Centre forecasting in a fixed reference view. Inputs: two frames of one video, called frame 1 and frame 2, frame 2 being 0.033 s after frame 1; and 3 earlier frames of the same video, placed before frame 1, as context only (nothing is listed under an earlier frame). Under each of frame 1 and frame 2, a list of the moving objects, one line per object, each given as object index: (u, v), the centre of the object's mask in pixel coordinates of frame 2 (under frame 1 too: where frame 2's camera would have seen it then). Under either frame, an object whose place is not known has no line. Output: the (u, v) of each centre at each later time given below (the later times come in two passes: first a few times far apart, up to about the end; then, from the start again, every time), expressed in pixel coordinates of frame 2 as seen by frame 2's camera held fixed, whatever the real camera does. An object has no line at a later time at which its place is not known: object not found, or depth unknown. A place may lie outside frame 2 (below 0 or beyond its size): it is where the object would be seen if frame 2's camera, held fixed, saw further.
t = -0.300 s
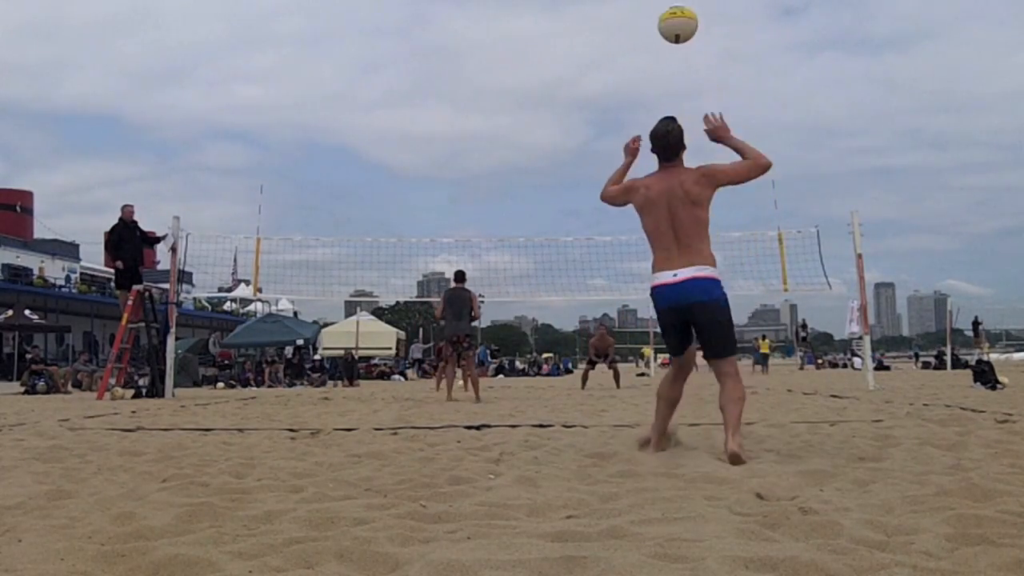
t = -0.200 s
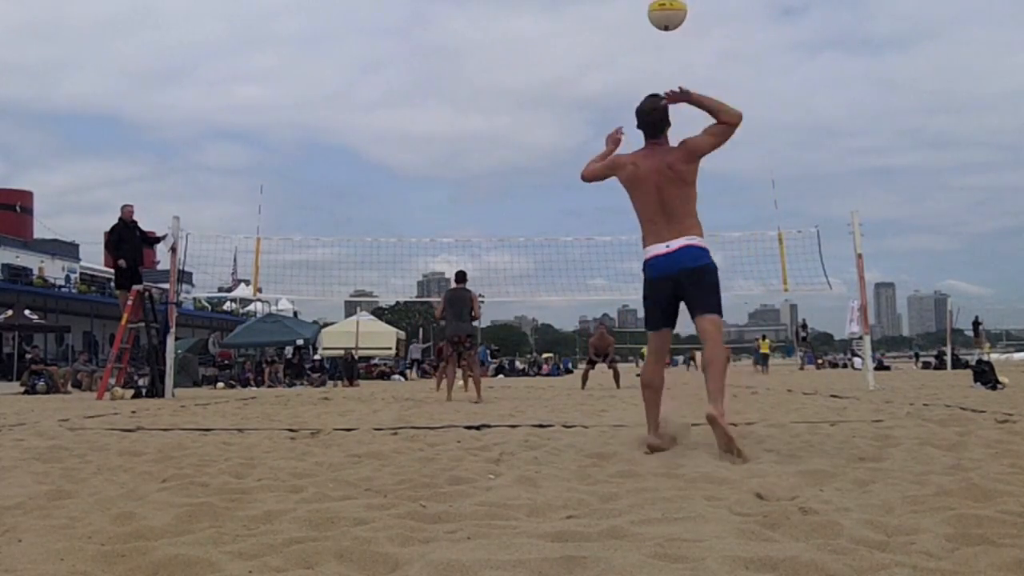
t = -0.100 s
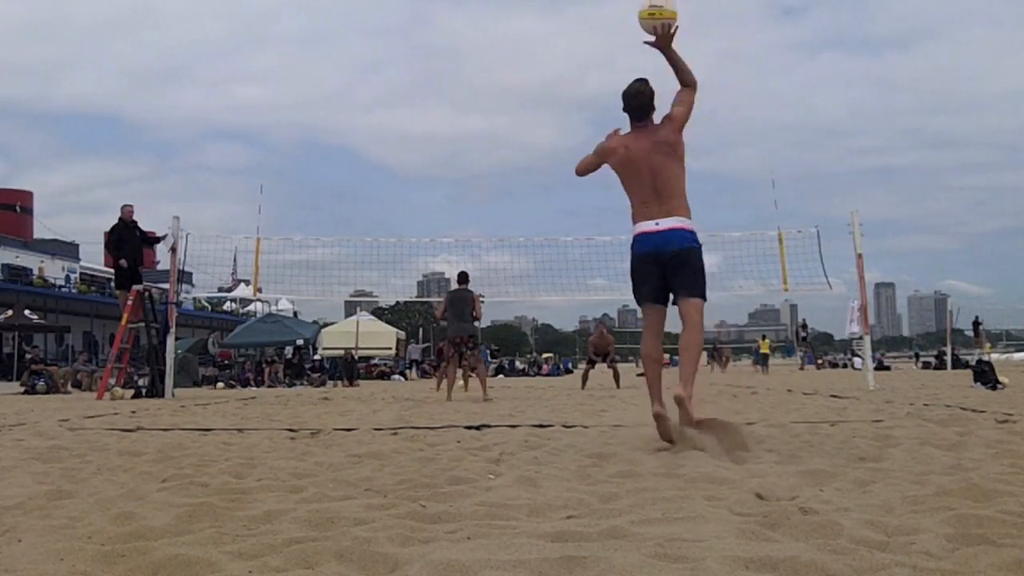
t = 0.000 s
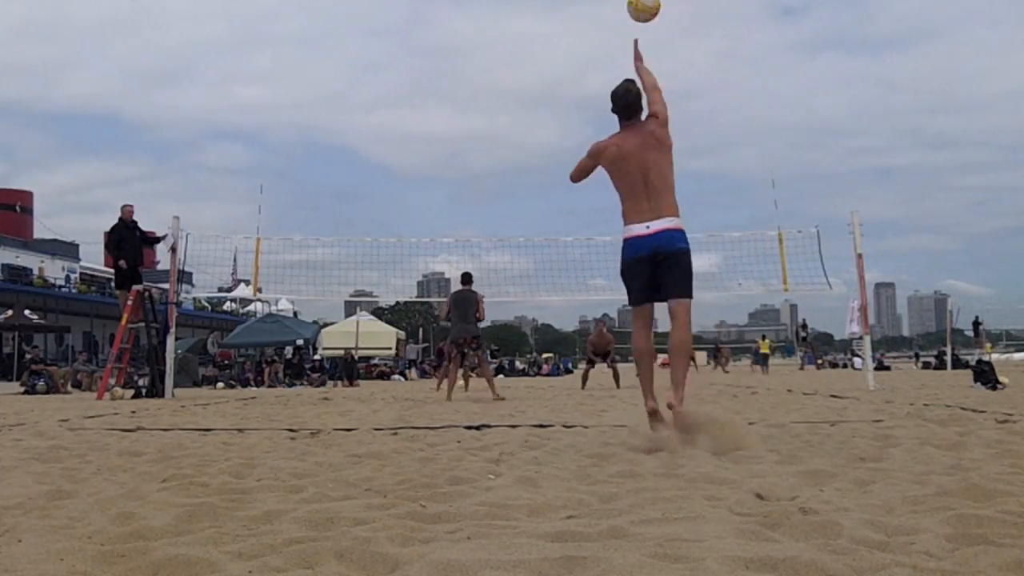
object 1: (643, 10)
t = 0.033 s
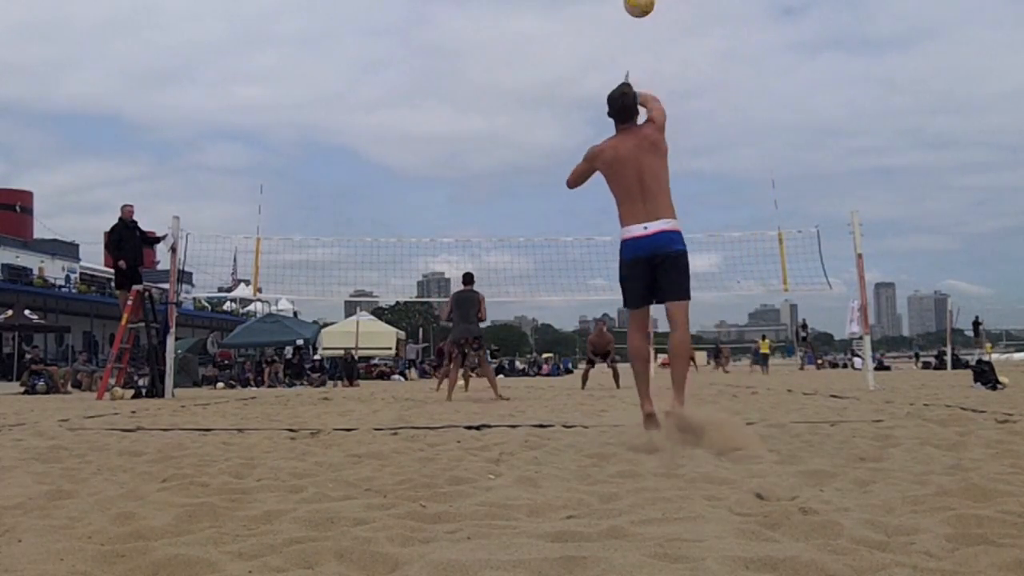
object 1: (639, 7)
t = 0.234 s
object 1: (624, 7)
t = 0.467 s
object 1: (618, 47)
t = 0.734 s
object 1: (615, 127)
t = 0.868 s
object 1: (615, 174)
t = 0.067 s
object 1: (635, 6)
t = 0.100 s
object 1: (632, 5)
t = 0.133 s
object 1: (630, 5)
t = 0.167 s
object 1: (628, 5)
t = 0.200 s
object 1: (626, 6)
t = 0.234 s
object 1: (624, 7)
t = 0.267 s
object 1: (622, 9)
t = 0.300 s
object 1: (621, 13)
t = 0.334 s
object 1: (620, 18)
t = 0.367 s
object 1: (619, 24)
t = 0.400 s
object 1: (619, 31)
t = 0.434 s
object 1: (619, 39)
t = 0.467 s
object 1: (618, 47)
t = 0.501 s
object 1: (618, 57)
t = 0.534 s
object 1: (618, 67)
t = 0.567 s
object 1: (617, 76)
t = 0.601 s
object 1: (616, 86)
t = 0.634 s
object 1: (616, 96)
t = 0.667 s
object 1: (616, 106)
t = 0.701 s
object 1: (615, 116)
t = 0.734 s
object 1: (615, 127)
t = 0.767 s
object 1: (615, 139)
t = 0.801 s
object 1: (615, 150)
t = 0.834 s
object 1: (615, 162)
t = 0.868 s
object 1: (615, 174)
